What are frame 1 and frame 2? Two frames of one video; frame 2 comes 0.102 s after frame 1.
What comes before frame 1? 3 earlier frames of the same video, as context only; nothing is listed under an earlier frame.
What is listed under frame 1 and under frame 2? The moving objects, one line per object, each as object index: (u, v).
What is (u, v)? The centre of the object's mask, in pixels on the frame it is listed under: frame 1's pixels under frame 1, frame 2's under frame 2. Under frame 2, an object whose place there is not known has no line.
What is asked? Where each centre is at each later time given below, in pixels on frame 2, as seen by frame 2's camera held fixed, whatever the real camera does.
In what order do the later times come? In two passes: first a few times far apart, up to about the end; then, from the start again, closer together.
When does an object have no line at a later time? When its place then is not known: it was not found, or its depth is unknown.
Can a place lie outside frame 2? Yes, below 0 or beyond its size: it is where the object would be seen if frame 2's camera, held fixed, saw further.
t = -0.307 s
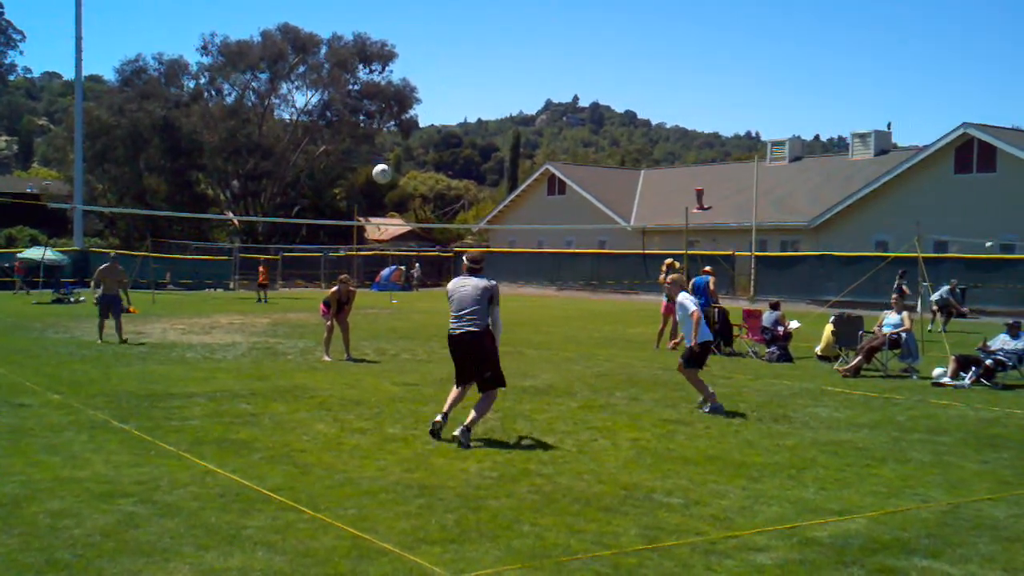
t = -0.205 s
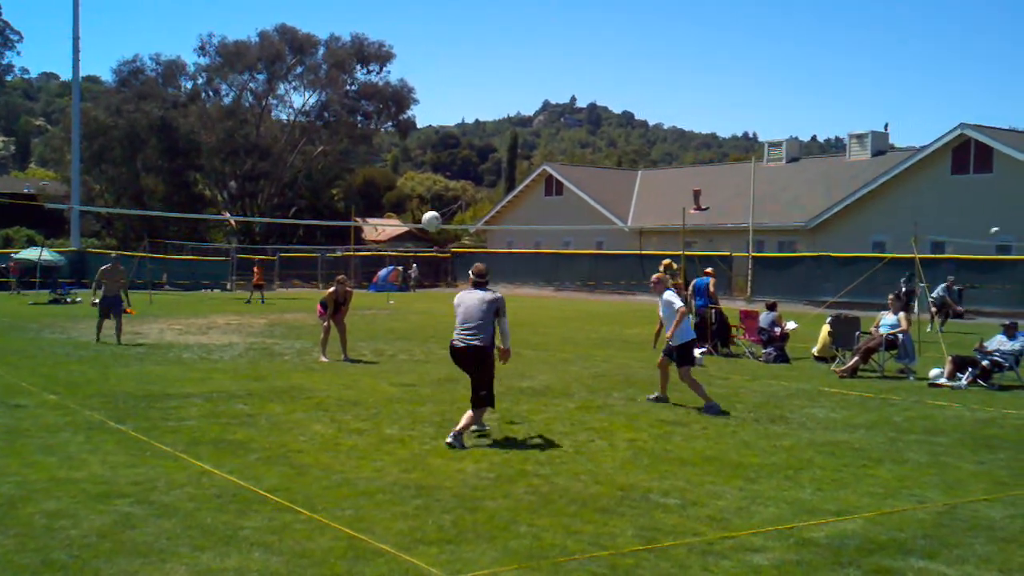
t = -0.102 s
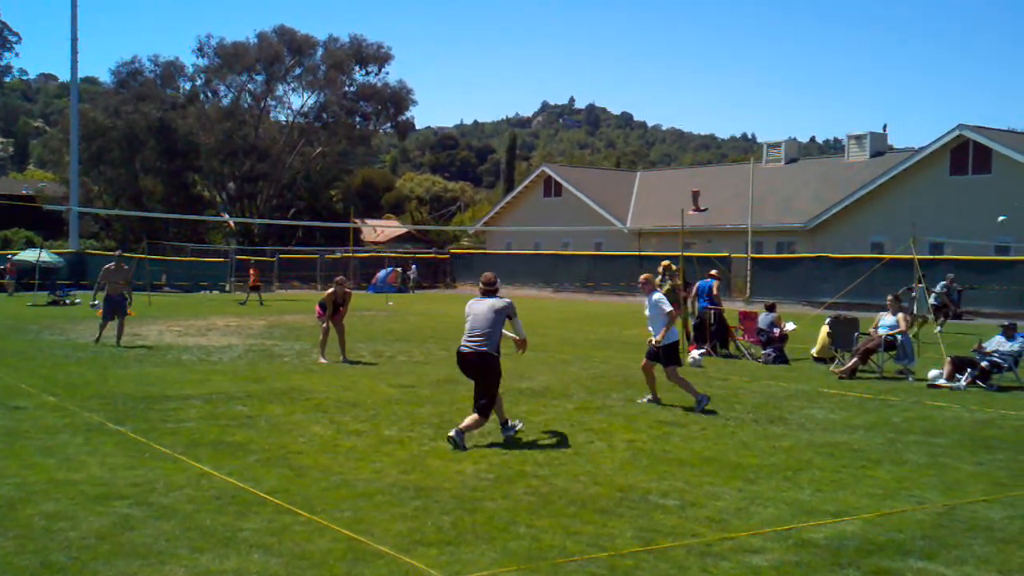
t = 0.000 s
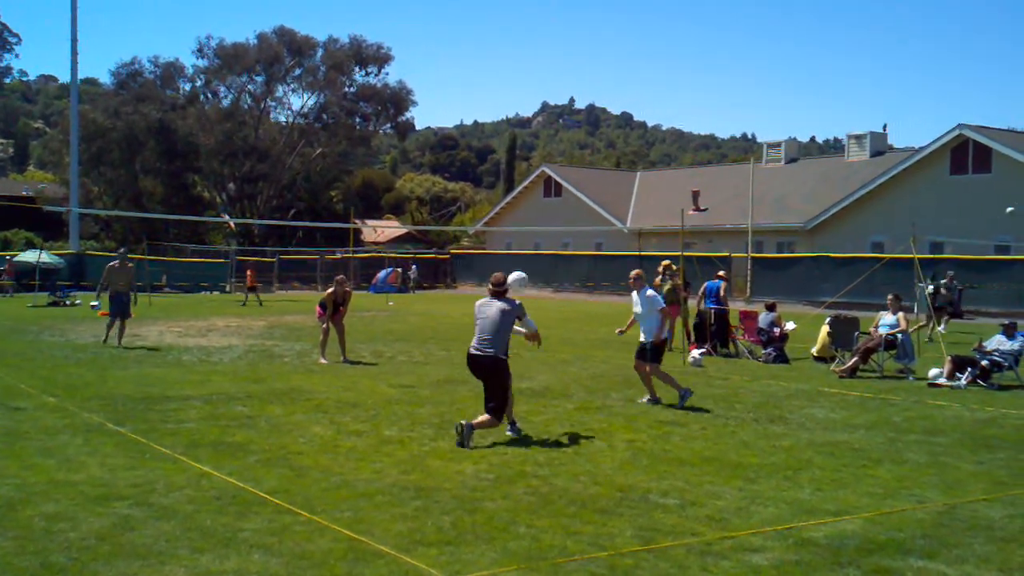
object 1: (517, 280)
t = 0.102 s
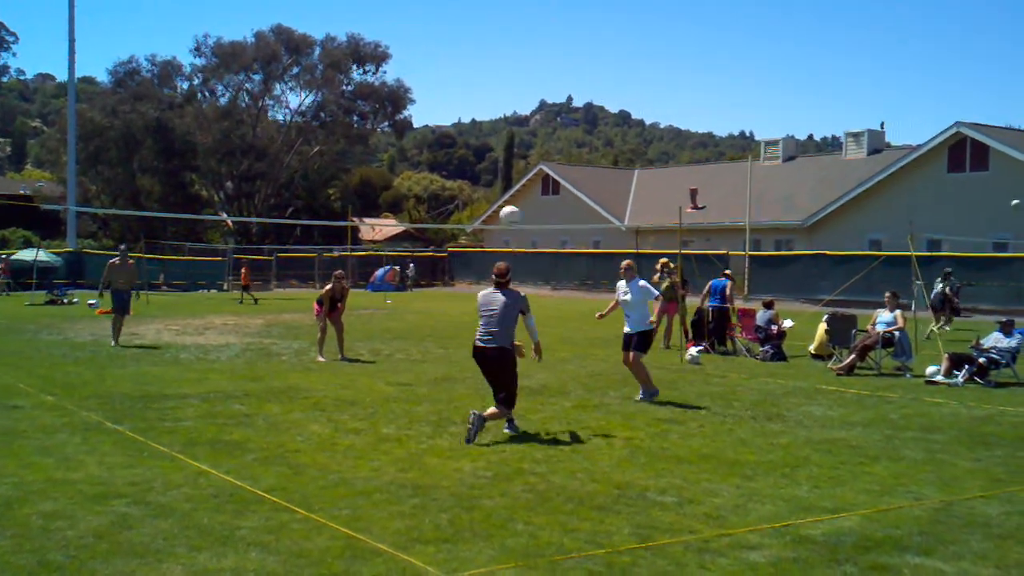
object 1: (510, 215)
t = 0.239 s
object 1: (502, 132)
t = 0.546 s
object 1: (493, 55)
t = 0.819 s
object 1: (485, 59)
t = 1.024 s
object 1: (481, 106)
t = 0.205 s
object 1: (504, 147)
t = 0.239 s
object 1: (502, 132)
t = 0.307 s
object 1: (500, 108)
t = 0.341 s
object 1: (500, 97)
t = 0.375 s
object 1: (499, 87)
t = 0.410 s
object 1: (497, 79)
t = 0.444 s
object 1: (496, 71)
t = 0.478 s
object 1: (495, 64)
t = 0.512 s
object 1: (494, 59)
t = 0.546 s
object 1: (493, 55)
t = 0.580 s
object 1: (492, 52)
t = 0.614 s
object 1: (491, 50)
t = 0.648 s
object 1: (490, 49)
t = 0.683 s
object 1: (489, 49)
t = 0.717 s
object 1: (488, 50)
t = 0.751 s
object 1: (487, 52)
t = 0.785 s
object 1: (486, 55)
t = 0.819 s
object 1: (485, 59)
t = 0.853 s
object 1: (484, 65)
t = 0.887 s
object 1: (483, 71)
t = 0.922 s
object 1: (482, 78)
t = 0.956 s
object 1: (482, 86)
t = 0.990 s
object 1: (482, 96)
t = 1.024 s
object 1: (481, 106)
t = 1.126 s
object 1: (479, 141)
